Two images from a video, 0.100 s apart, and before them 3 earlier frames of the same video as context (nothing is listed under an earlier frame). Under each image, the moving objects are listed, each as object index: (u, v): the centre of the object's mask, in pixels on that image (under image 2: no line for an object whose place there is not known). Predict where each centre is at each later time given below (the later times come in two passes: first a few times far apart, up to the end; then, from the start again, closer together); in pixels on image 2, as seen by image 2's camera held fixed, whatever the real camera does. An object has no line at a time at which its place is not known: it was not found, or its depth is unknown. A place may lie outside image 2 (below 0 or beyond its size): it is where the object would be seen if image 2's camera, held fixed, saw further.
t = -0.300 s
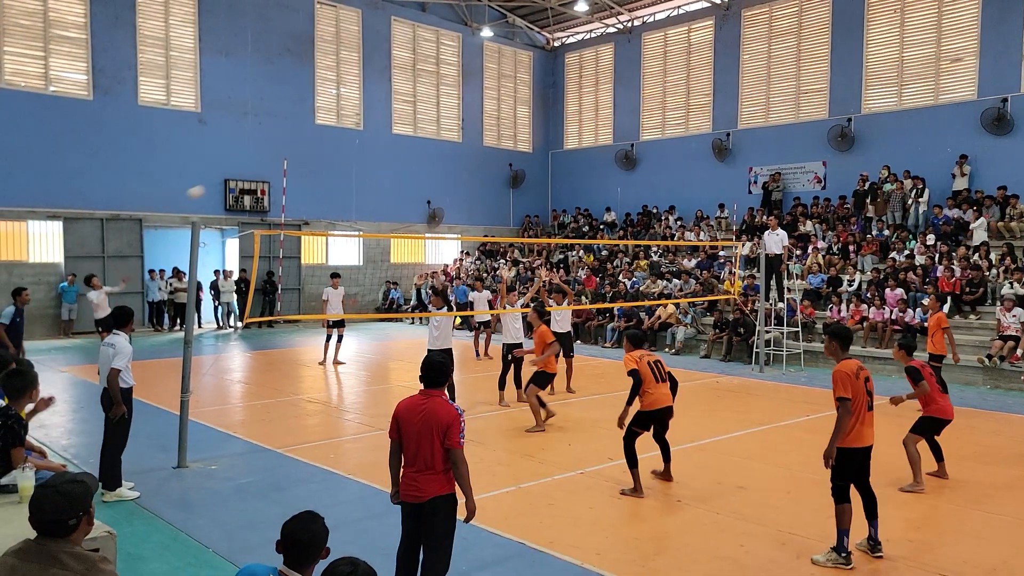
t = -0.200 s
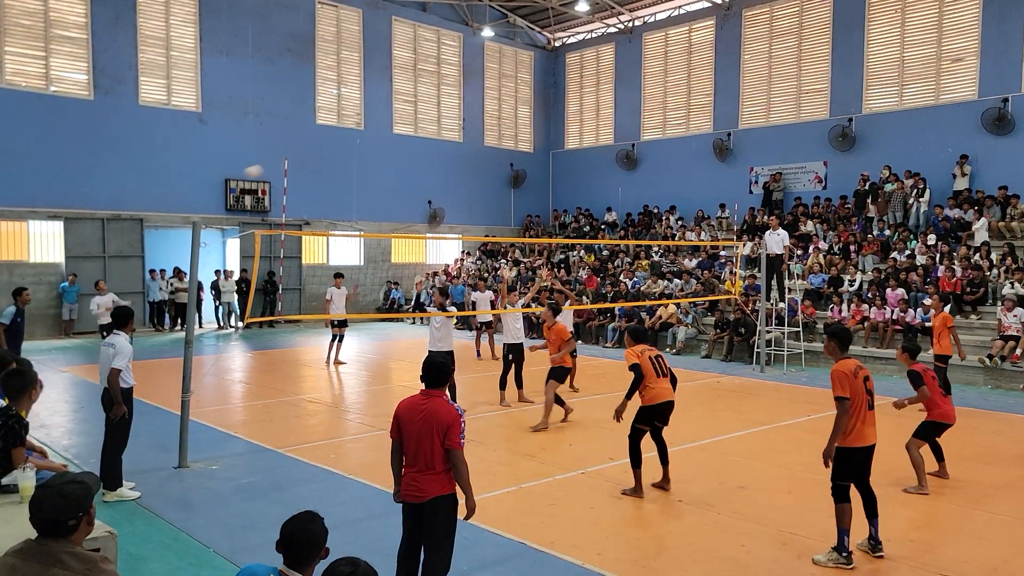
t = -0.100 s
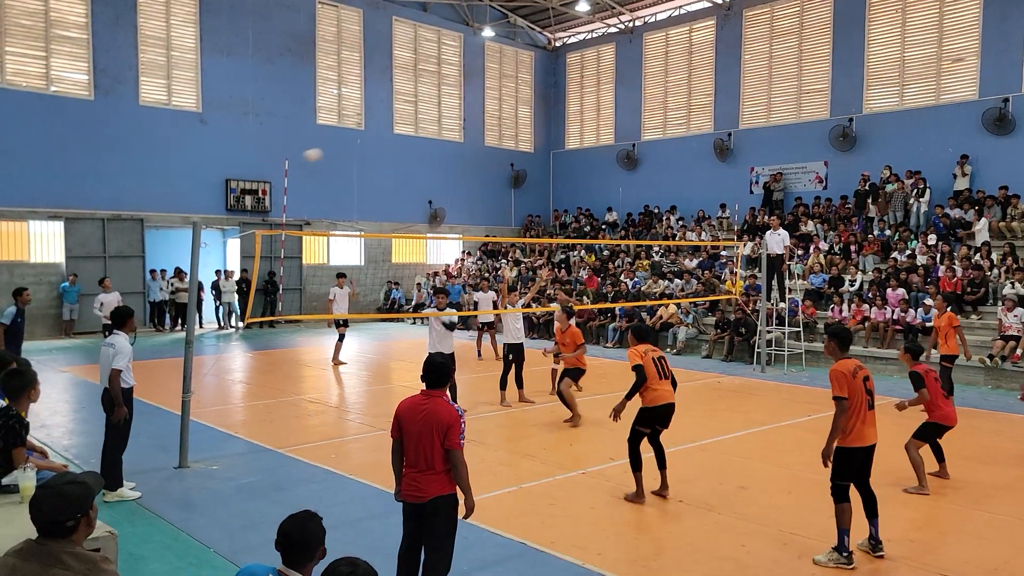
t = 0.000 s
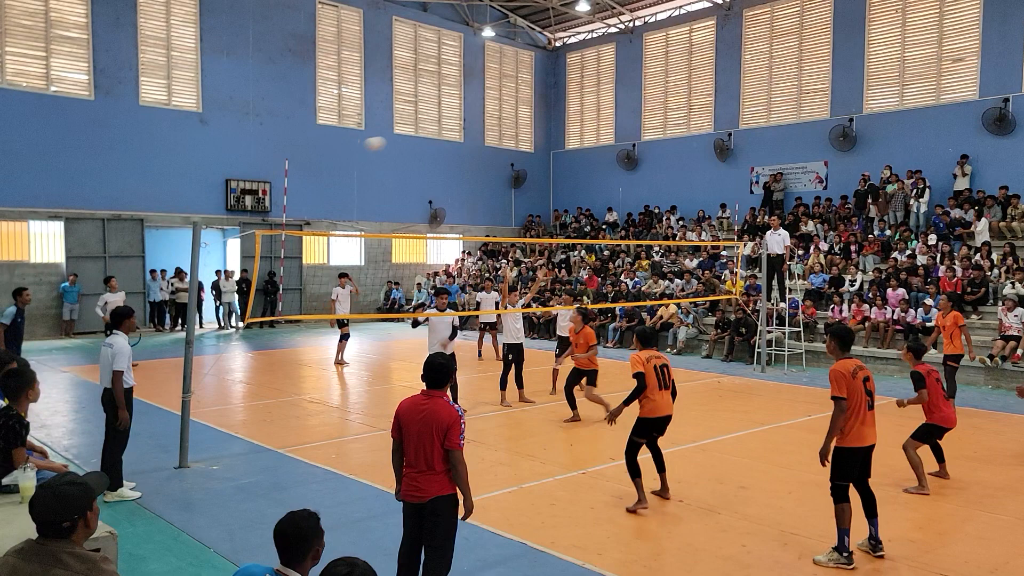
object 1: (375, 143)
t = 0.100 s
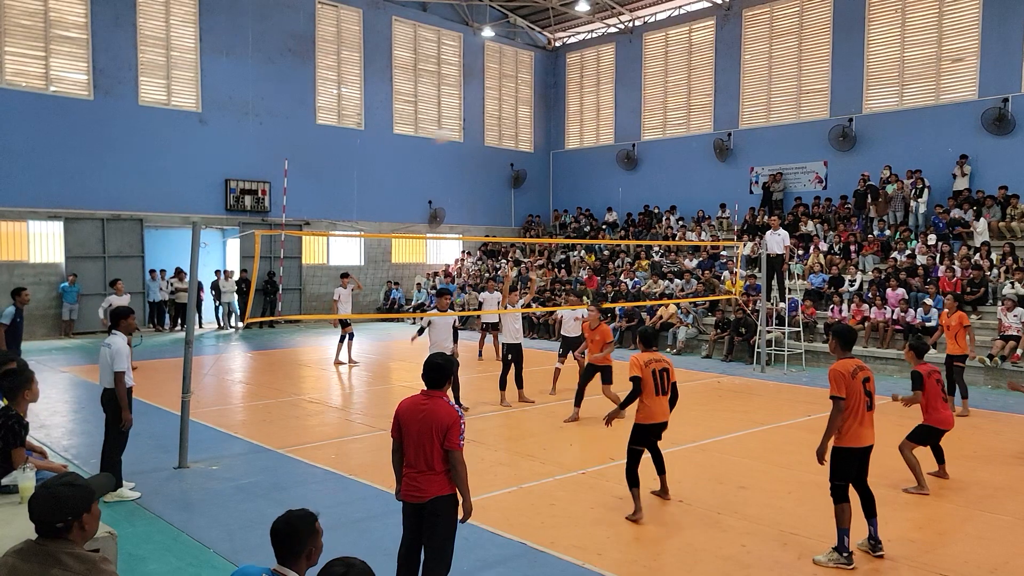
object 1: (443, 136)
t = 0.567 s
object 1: (827, 176)
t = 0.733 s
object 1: (1008, 235)
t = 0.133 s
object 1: (466, 135)
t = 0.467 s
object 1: (730, 154)
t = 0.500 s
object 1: (761, 160)
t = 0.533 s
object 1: (793, 167)
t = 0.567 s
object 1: (827, 176)
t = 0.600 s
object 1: (862, 186)
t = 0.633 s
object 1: (895, 195)
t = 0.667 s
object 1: (934, 208)
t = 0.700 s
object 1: (968, 220)
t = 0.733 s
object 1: (1008, 235)
